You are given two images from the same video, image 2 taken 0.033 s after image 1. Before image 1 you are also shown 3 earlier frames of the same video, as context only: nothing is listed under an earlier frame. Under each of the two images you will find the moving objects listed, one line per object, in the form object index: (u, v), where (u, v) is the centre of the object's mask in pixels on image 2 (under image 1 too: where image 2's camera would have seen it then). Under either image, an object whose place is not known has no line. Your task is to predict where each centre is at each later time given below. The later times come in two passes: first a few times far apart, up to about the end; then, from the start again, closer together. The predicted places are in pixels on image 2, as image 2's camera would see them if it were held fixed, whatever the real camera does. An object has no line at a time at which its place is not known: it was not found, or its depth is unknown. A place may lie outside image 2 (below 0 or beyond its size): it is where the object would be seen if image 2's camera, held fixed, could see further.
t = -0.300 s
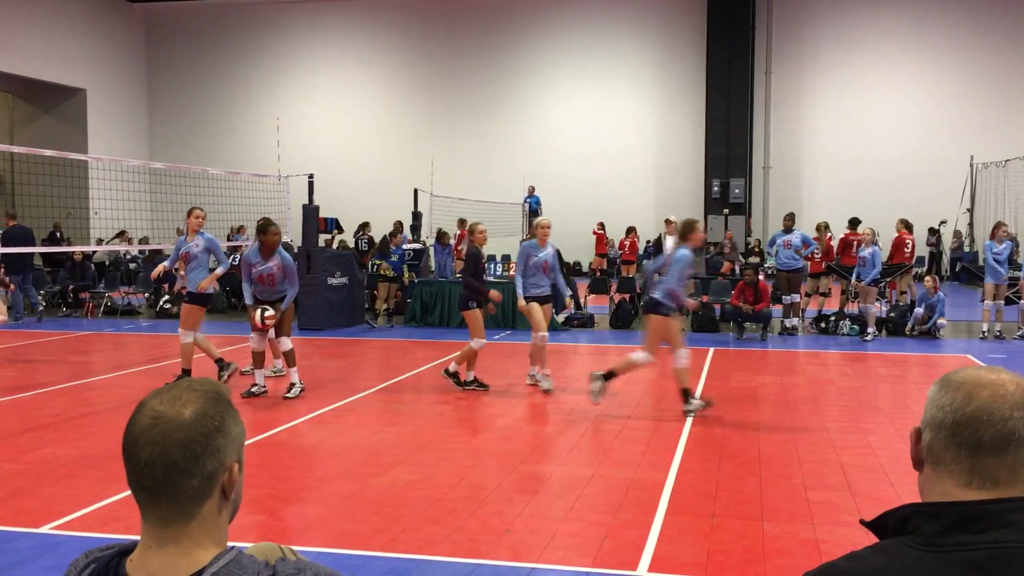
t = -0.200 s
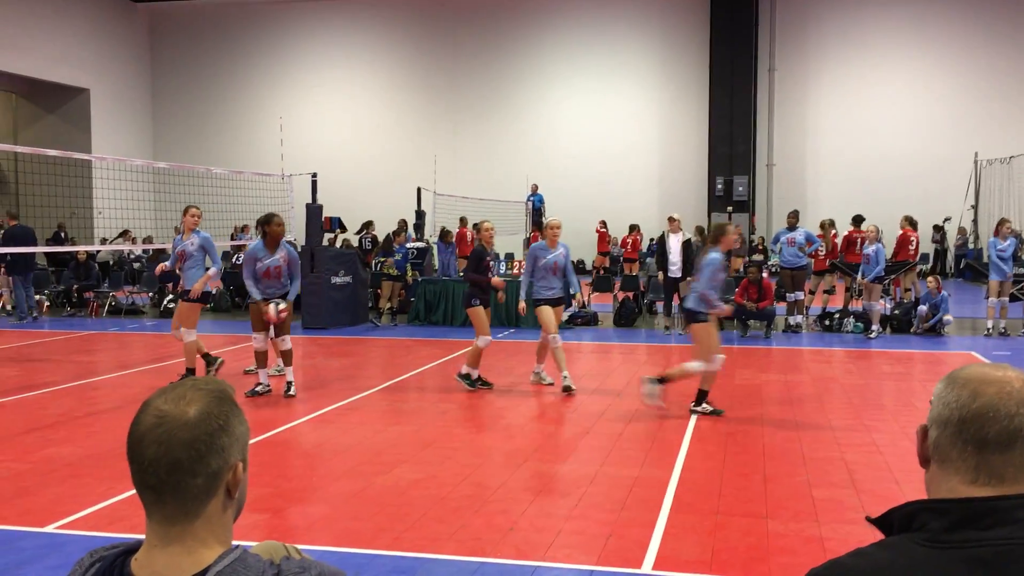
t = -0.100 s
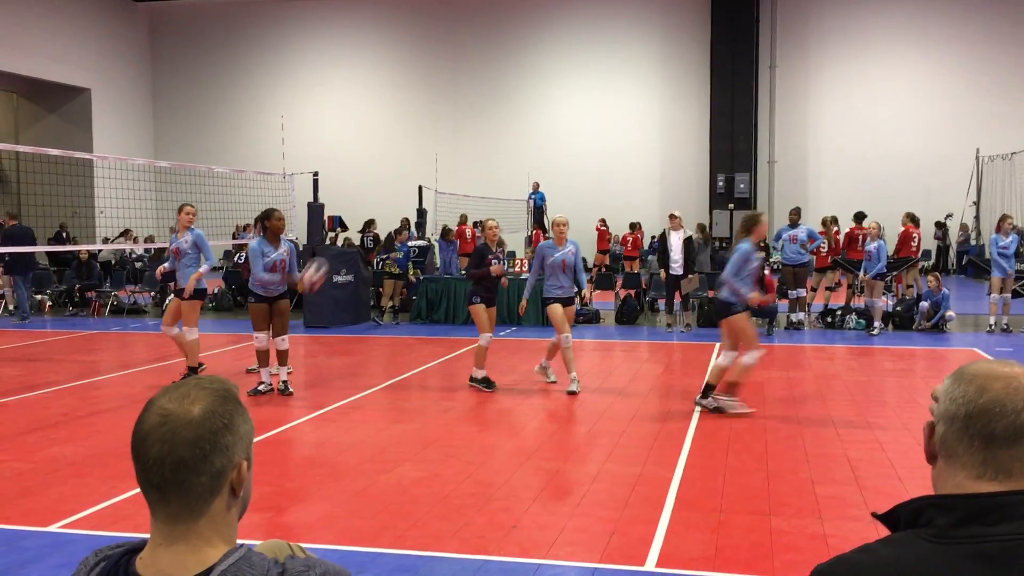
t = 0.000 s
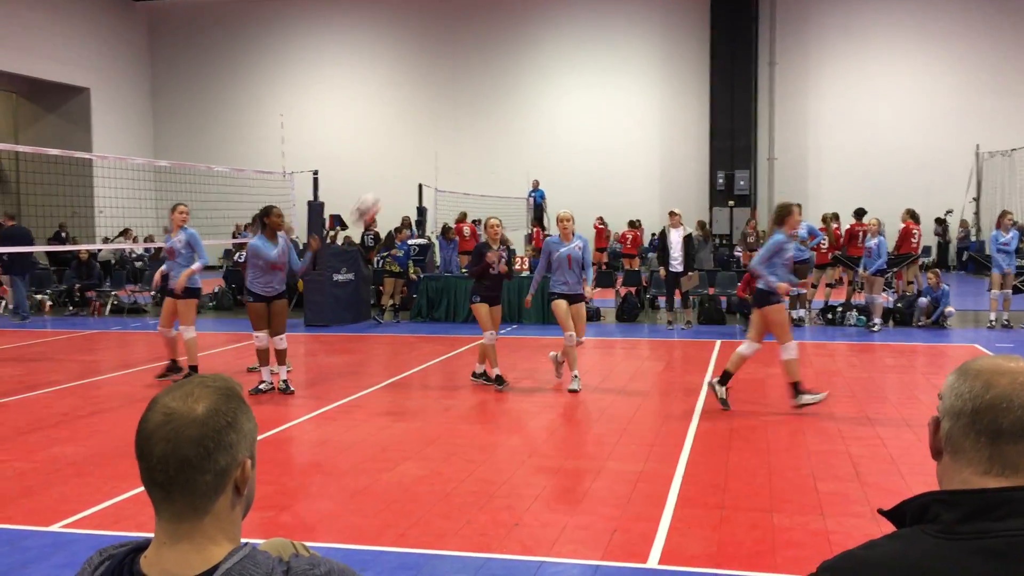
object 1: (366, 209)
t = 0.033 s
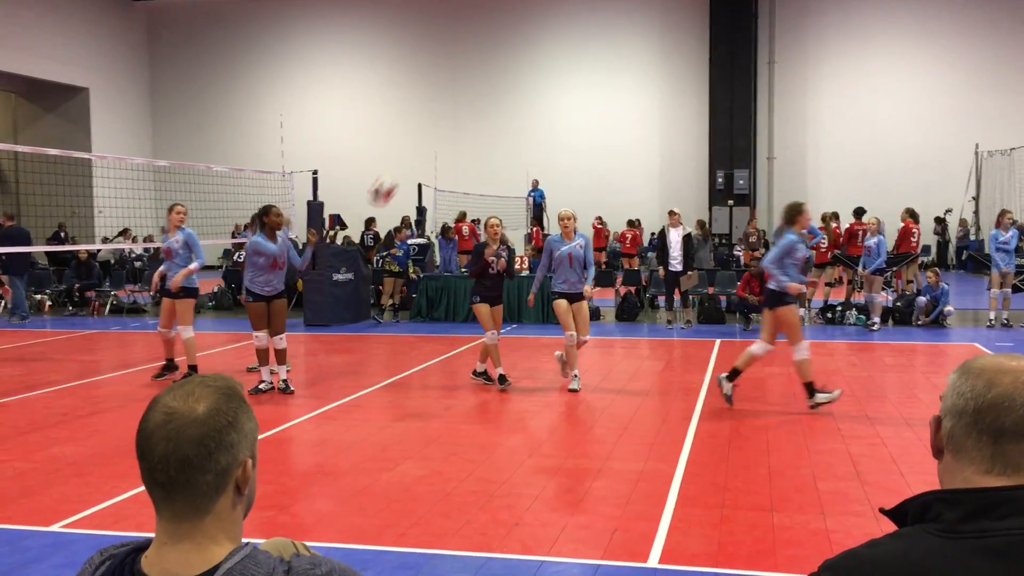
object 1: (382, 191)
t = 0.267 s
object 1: (511, 88)
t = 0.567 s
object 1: (685, 53)
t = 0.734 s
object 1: (785, 85)
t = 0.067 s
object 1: (400, 173)
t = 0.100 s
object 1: (418, 156)
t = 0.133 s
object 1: (436, 140)
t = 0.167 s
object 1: (454, 125)
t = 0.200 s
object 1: (473, 111)
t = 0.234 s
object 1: (492, 99)
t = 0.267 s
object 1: (511, 88)
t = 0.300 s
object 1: (530, 79)
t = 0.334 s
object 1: (549, 71)
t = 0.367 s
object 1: (567, 64)
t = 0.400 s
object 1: (586, 58)
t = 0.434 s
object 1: (607, 54)
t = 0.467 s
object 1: (627, 52)
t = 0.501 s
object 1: (647, 51)
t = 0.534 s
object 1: (665, 52)
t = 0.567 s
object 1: (685, 53)
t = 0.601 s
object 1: (706, 57)
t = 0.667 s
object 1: (744, 68)
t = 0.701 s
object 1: (765, 76)
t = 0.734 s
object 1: (785, 85)
